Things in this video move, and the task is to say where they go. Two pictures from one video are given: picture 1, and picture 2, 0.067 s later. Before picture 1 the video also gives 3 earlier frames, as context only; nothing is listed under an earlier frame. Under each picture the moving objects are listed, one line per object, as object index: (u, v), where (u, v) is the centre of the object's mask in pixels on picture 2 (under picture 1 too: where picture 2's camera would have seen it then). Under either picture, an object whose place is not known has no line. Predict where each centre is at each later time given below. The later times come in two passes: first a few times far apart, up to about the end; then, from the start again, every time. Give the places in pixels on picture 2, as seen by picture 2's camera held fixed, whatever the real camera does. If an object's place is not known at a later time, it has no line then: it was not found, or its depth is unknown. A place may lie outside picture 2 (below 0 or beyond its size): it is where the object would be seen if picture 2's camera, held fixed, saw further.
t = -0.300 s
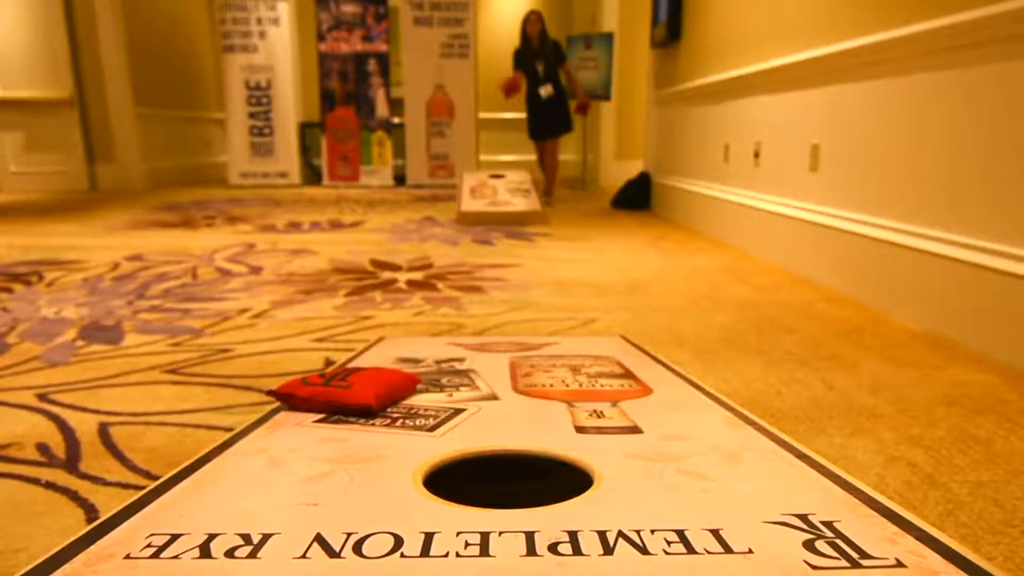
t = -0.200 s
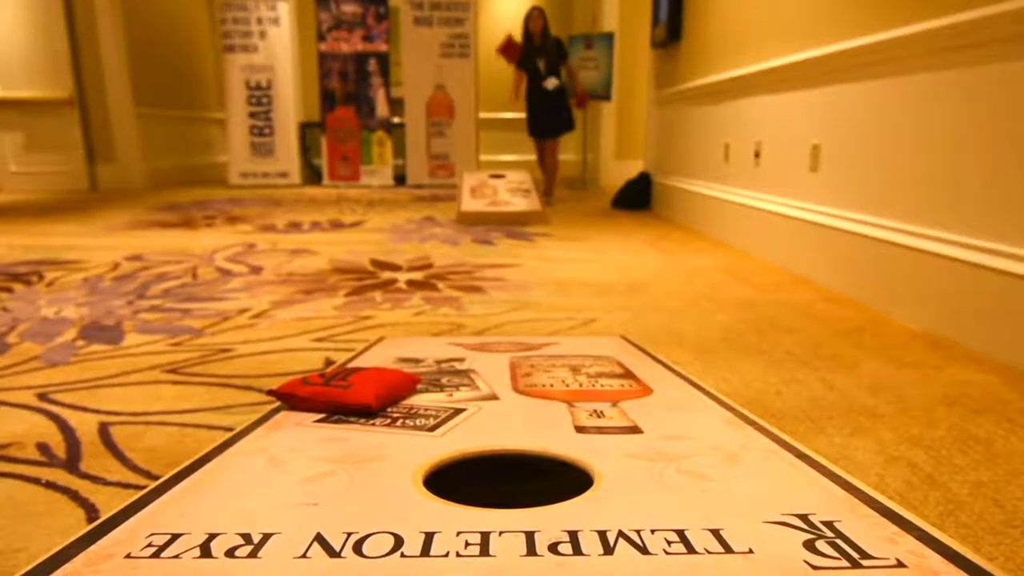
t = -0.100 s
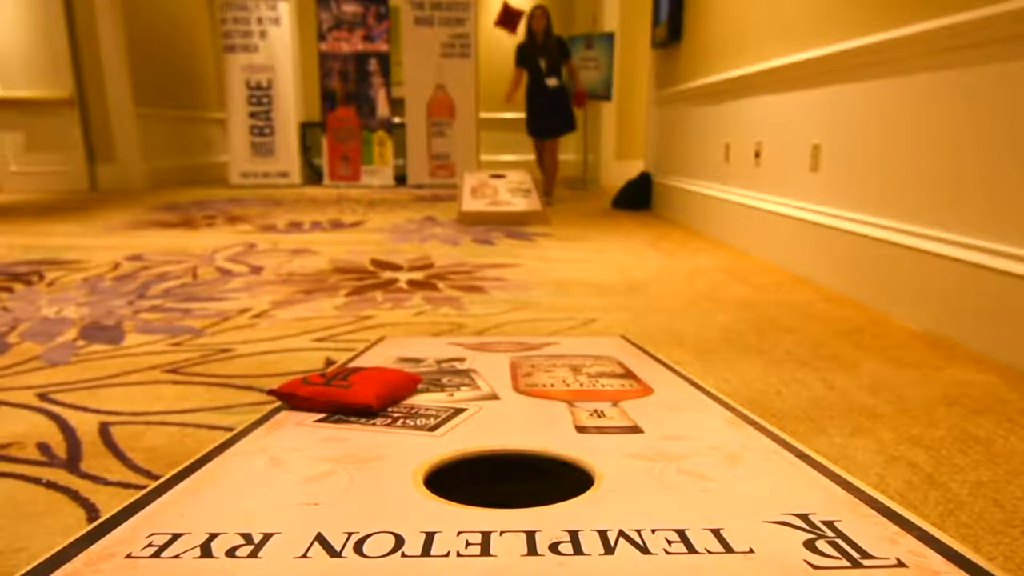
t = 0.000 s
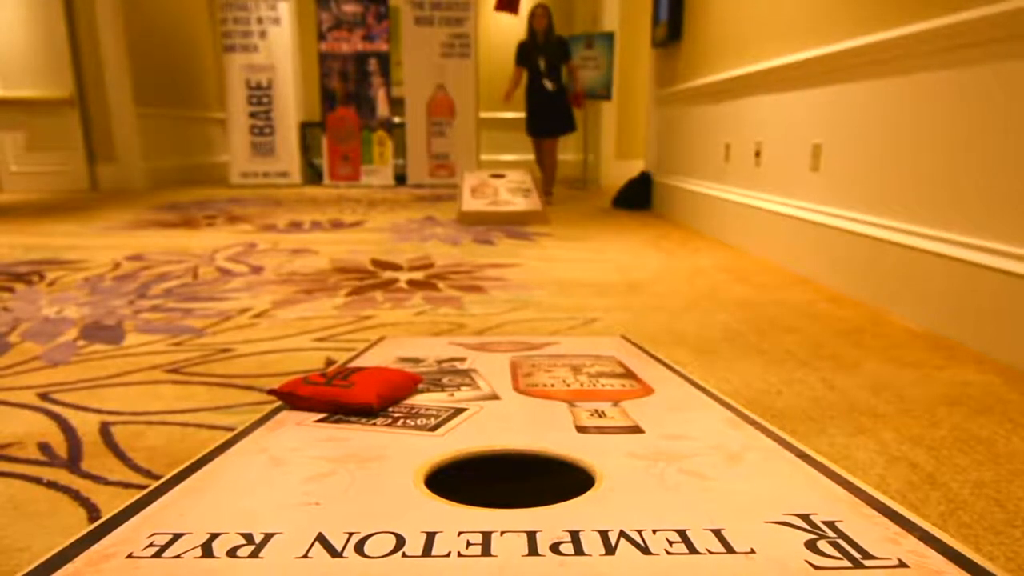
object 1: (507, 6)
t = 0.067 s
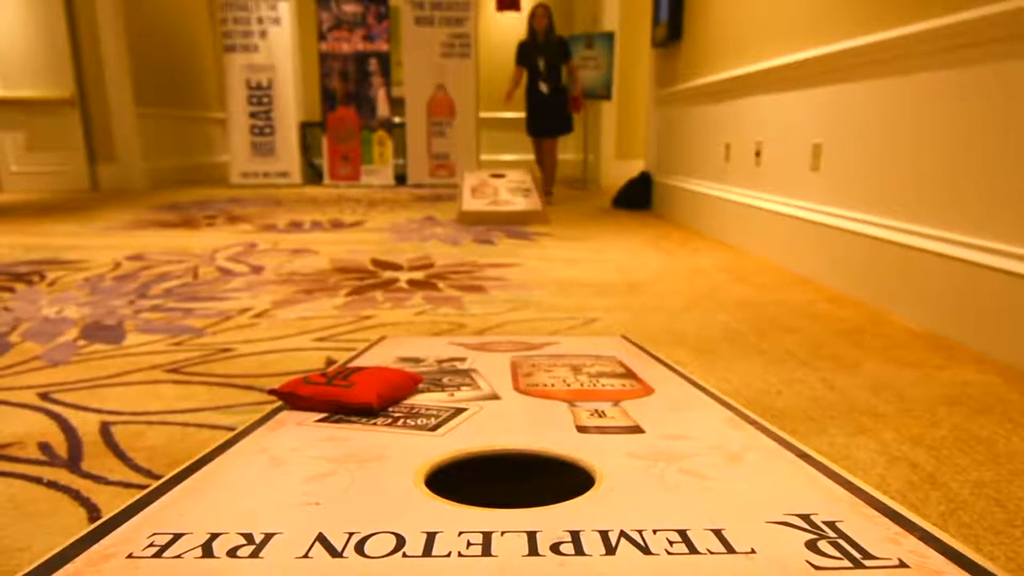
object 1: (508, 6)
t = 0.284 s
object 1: (499, 97)
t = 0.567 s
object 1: (496, 381)
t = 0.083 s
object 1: (508, 6)
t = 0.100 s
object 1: (508, 7)
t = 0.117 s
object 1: (507, 8)
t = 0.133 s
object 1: (507, 10)
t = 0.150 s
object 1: (506, 13)
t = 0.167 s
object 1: (505, 16)
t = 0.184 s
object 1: (503, 19)
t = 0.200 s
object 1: (504, 27)
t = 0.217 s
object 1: (503, 37)
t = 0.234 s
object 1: (502, 48)
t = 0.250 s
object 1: (502, 63)
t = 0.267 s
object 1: (501, 78)
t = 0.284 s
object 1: (499, 97)
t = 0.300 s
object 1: (498, 118)
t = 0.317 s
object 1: (499, 139)
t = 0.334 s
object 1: (498, 167)
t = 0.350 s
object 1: (496, 205)
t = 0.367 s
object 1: (495, 240)
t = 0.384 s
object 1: (492, 291)
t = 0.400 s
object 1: (492, 324)
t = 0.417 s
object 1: (491, 340)
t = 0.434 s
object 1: (494, 342)
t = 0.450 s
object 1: (495, 344)
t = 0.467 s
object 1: (493, 348)
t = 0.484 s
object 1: (492, 358)
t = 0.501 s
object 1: (493, 365)
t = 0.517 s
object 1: (493, 368)
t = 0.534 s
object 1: (493, 372)
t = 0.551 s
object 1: (494, 376)
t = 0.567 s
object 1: (496, 381)
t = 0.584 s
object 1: (497, 387)
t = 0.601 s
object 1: (499, 393)
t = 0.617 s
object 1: (500, 402)
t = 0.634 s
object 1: (501, 409)
